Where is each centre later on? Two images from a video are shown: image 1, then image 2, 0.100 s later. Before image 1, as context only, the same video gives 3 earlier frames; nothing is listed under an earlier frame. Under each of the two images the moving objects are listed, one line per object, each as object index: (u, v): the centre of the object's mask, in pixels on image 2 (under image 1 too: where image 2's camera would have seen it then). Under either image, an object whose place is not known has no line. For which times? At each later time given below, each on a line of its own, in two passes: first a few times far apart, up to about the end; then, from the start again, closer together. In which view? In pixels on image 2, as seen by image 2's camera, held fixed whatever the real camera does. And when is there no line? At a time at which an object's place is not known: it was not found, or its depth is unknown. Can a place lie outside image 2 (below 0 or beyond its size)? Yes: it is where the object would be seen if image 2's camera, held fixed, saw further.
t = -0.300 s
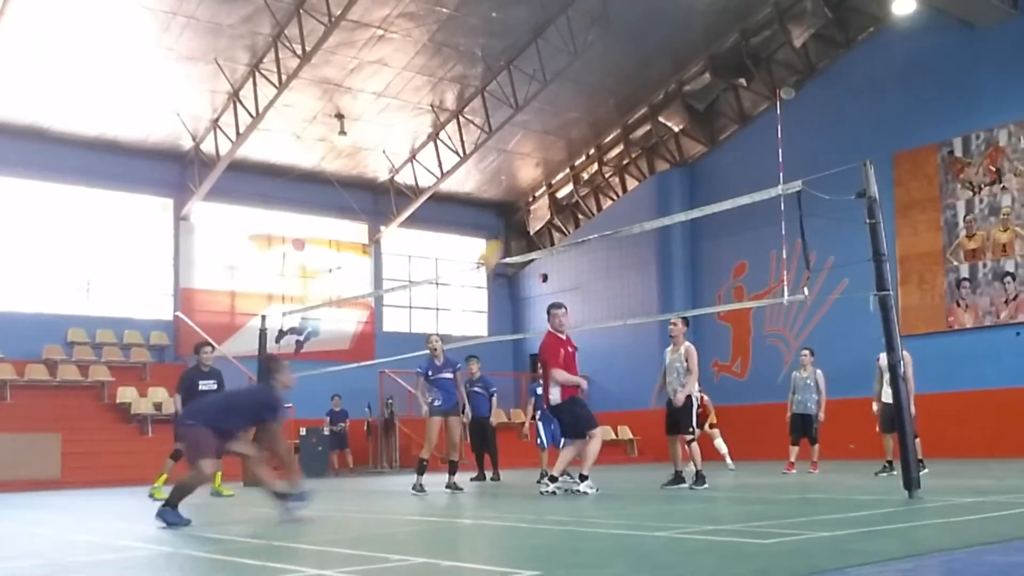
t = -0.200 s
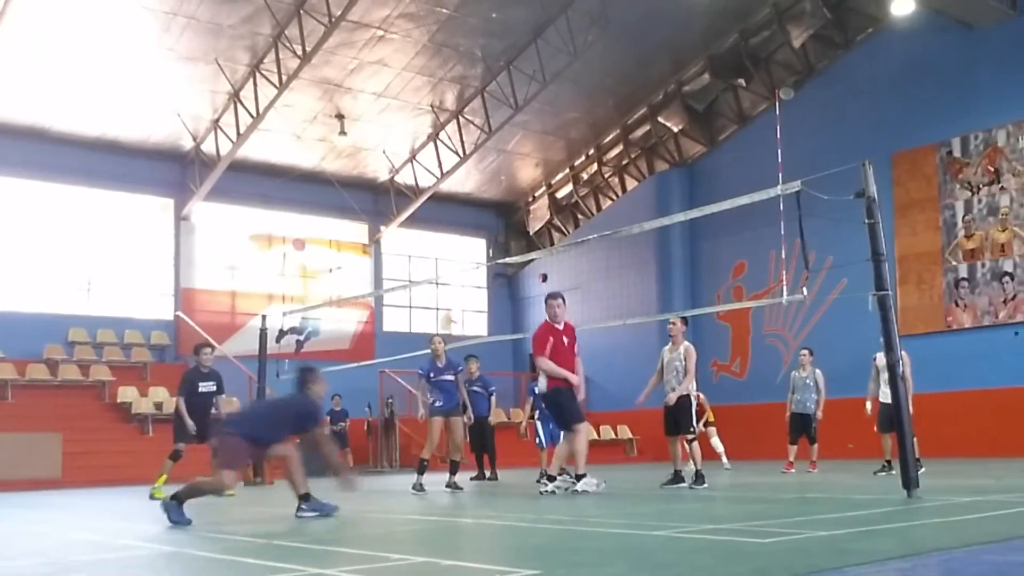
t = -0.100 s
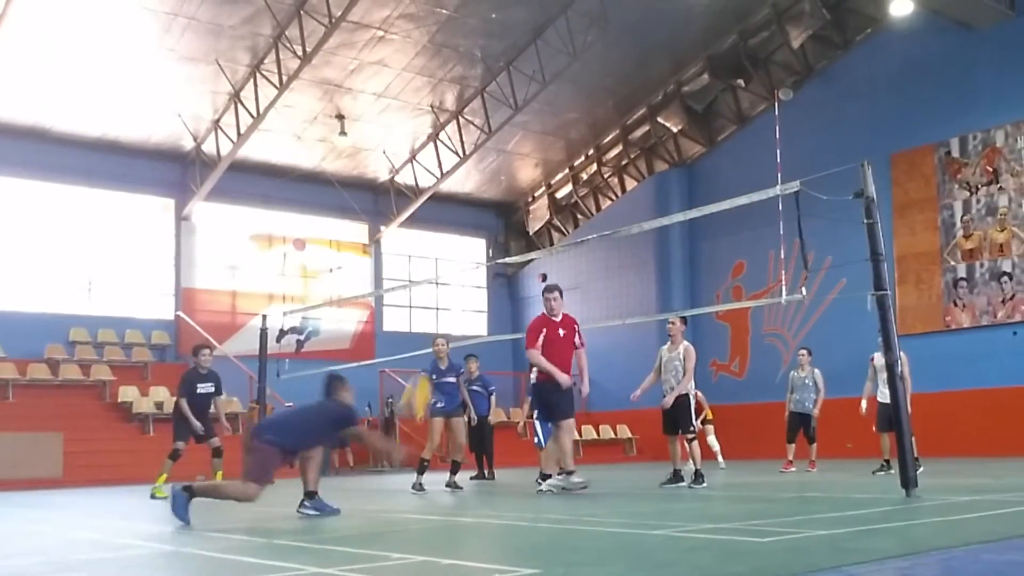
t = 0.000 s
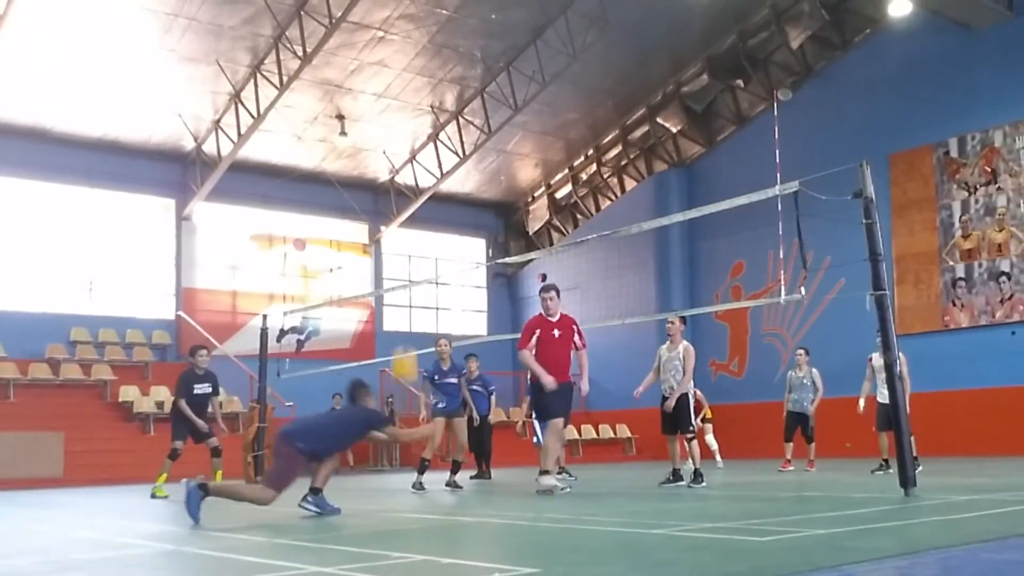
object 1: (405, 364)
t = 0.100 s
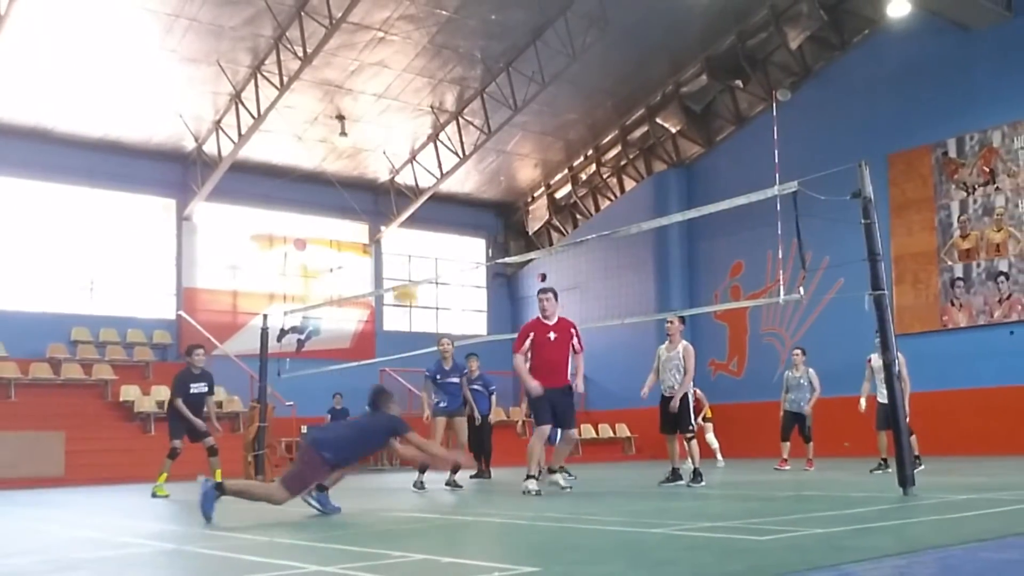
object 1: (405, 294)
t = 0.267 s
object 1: (402, 198)
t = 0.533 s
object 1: (403, 125)
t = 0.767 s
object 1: (403, 132)
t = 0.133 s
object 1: (405, 274)
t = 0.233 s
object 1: (404, 213)
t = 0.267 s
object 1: (402, 198)
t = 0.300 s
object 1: (402, 188)
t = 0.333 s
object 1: (404, 173)
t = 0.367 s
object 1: (404, 161)
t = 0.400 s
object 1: (404, 151)
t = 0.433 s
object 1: (404, 143)
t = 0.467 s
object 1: (404, 136)
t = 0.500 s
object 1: (404, 130)
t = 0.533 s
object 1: (403, 125)
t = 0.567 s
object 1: (403, 122)
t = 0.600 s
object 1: (403, 120)
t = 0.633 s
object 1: (403, 120)
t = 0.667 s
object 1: (403, 121)
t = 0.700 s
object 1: (403, 124)
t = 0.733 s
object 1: (403, 127)
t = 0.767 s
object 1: (403, 132)
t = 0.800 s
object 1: (403, 139)
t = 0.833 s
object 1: (403, 147)
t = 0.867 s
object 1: (403, 156)
